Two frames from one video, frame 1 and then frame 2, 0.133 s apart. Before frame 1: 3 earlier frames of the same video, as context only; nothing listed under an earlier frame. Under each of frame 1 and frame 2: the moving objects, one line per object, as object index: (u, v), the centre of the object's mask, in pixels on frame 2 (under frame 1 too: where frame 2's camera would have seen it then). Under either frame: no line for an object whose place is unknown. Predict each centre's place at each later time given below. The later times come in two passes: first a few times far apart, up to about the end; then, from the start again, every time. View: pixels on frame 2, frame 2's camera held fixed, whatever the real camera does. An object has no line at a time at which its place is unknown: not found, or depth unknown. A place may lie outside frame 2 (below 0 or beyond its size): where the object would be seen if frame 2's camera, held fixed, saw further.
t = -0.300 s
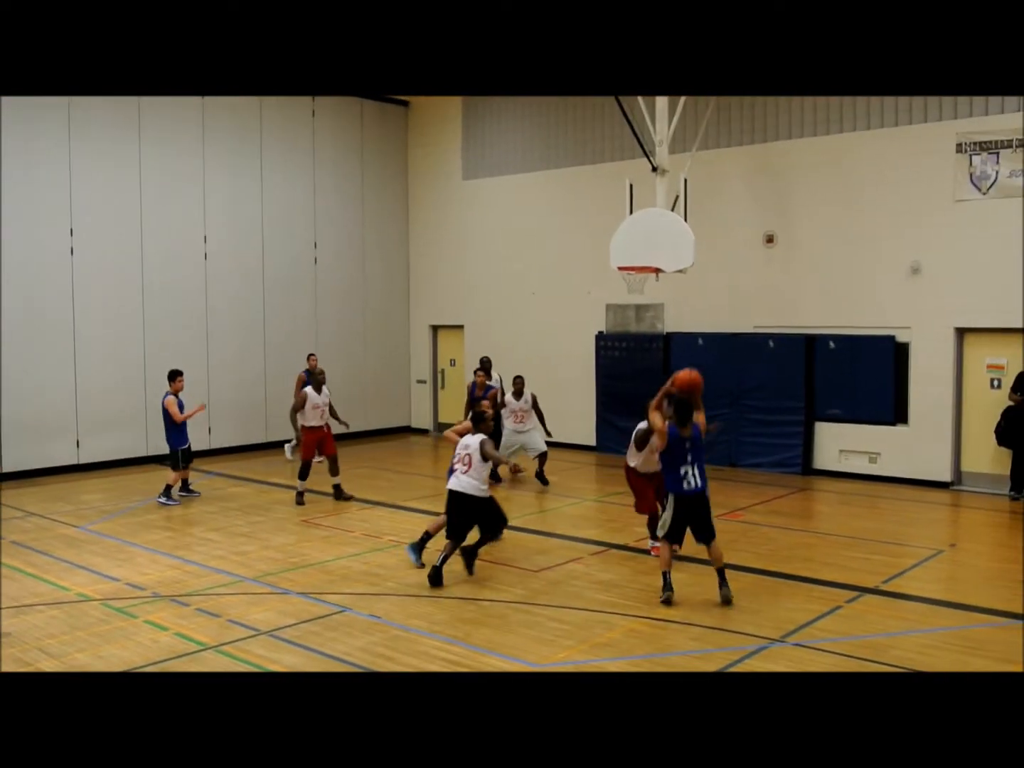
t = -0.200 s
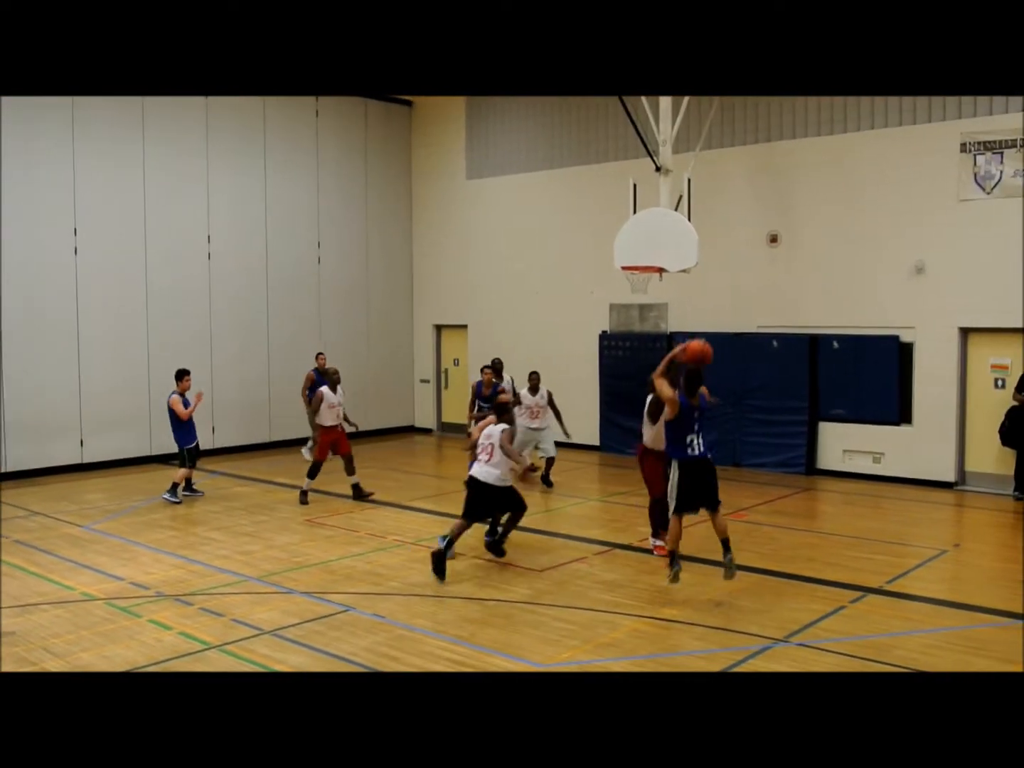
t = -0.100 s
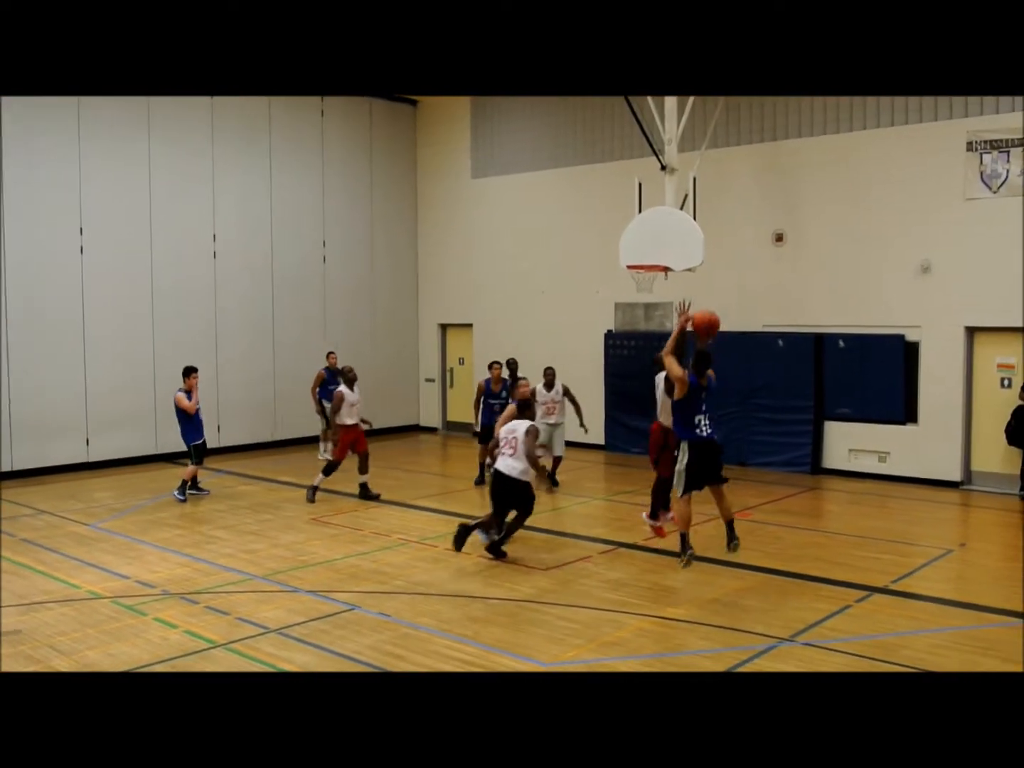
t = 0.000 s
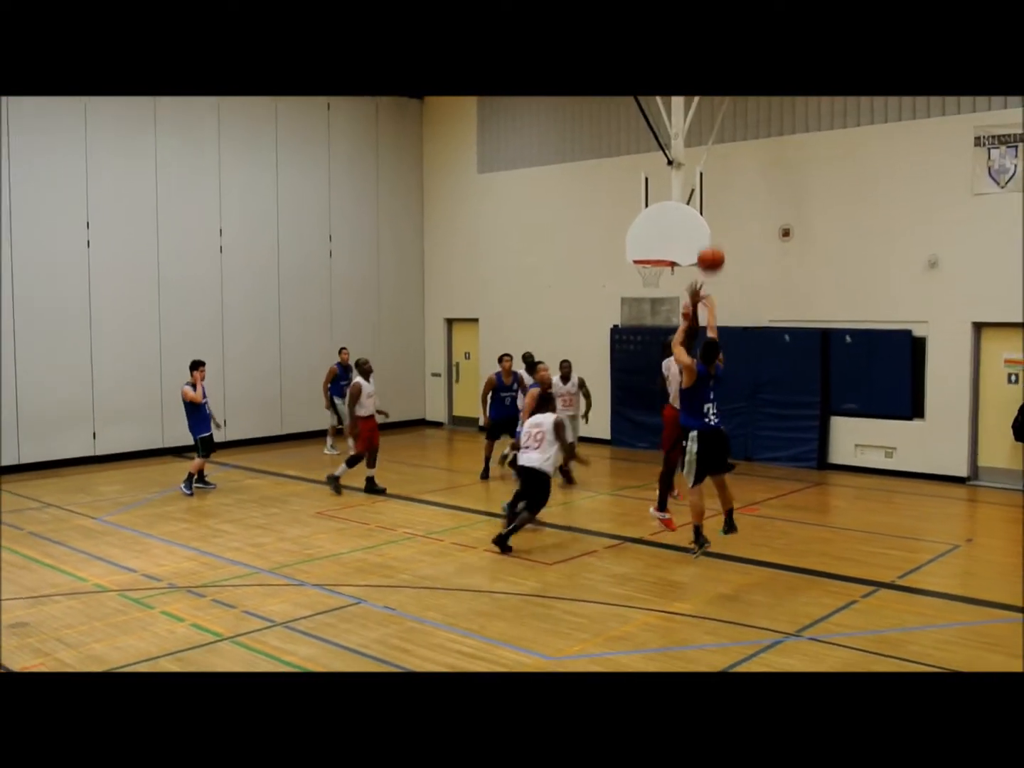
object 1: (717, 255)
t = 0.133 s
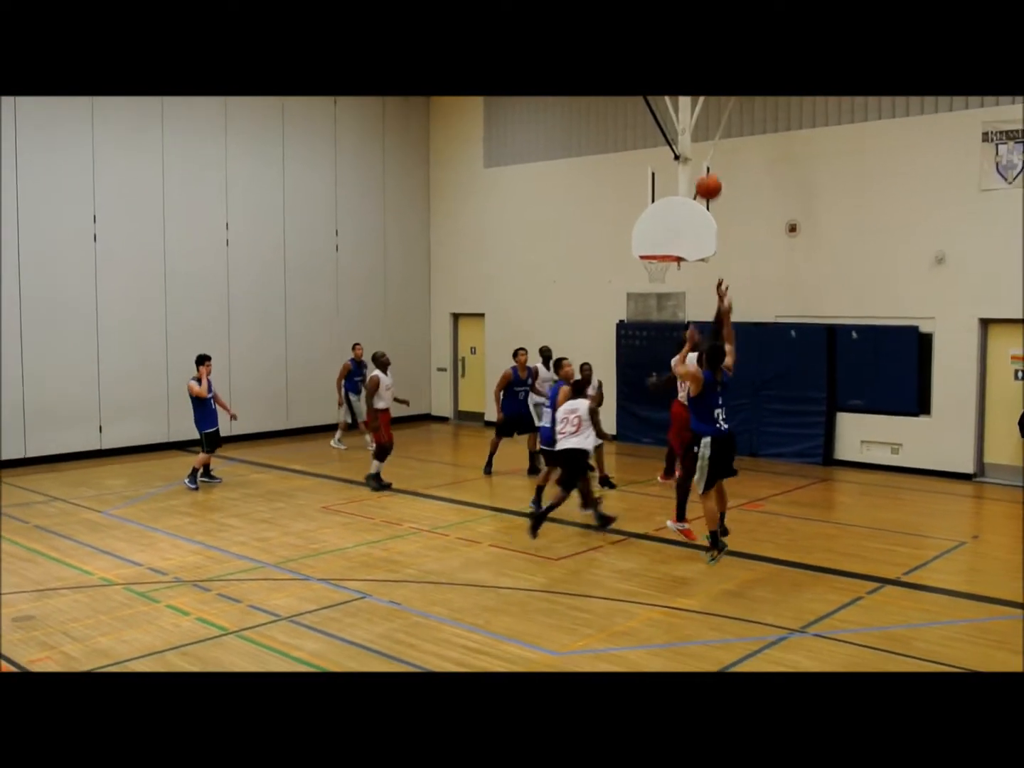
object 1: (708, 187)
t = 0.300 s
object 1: (698, 139)
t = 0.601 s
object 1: (684, 127)
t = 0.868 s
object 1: (672, 179)
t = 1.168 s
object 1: (659, 269)
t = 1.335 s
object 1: (648, 270)
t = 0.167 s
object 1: (706, 174)
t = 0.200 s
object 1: (704, 164)
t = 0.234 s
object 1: (702, 154)
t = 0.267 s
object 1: (700, 146)
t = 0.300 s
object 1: (698, 139)
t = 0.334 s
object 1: (697, 133)
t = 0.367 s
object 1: (695, 129)
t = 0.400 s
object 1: (693, 126)
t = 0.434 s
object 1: (692, 123)
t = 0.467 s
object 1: (690, 122)
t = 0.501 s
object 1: (689, 122)
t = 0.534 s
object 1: (687, 123)
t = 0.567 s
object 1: (685, 125)
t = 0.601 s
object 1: (684, 127)
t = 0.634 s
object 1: (682, 131)
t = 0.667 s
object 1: (680, 135)
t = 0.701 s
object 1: (679, 141)
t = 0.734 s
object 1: (677, 147)
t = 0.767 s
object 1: (676, 153)
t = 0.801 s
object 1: (674, 160)
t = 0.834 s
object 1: (673, 169)
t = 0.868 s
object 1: (672, 179)
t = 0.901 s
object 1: (670, 188)
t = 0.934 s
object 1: (669, 198)
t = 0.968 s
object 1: (668, 208)
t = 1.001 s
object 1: (666, 220)
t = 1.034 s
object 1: (665, 232)
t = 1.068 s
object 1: (664, 245)
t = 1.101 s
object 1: (662, 258)
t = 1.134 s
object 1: (661, 268)
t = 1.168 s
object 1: (659, 269)
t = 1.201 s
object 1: (655, 268)
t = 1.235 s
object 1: (653, 268)
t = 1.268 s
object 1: (650, 268)
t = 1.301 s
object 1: (649, 269)
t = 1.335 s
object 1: (648, 270)
